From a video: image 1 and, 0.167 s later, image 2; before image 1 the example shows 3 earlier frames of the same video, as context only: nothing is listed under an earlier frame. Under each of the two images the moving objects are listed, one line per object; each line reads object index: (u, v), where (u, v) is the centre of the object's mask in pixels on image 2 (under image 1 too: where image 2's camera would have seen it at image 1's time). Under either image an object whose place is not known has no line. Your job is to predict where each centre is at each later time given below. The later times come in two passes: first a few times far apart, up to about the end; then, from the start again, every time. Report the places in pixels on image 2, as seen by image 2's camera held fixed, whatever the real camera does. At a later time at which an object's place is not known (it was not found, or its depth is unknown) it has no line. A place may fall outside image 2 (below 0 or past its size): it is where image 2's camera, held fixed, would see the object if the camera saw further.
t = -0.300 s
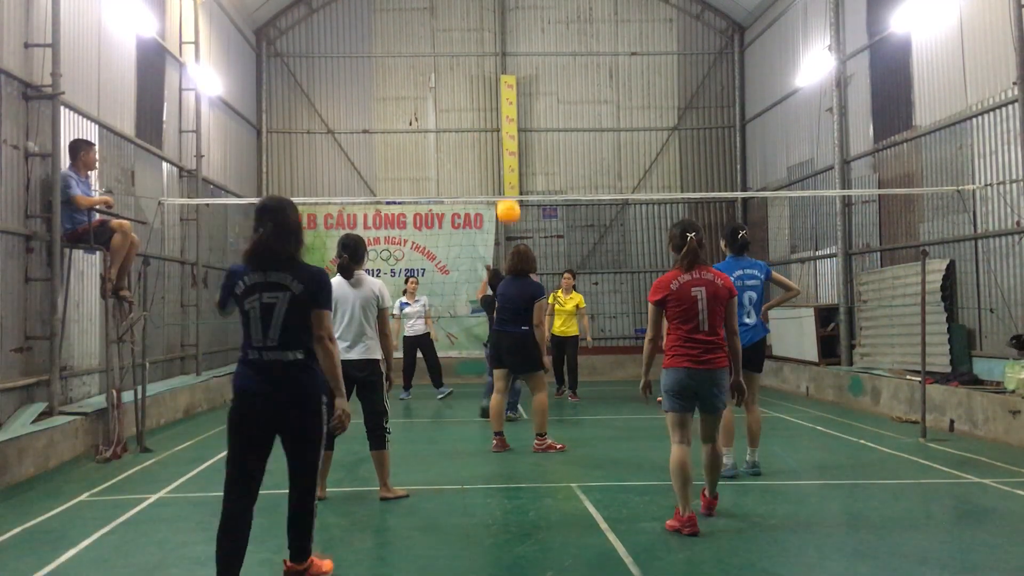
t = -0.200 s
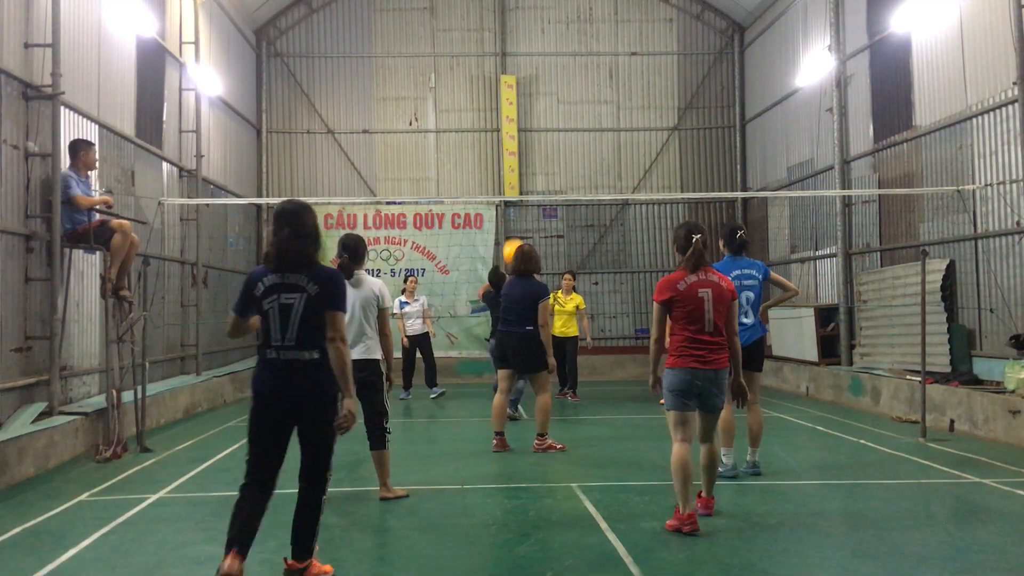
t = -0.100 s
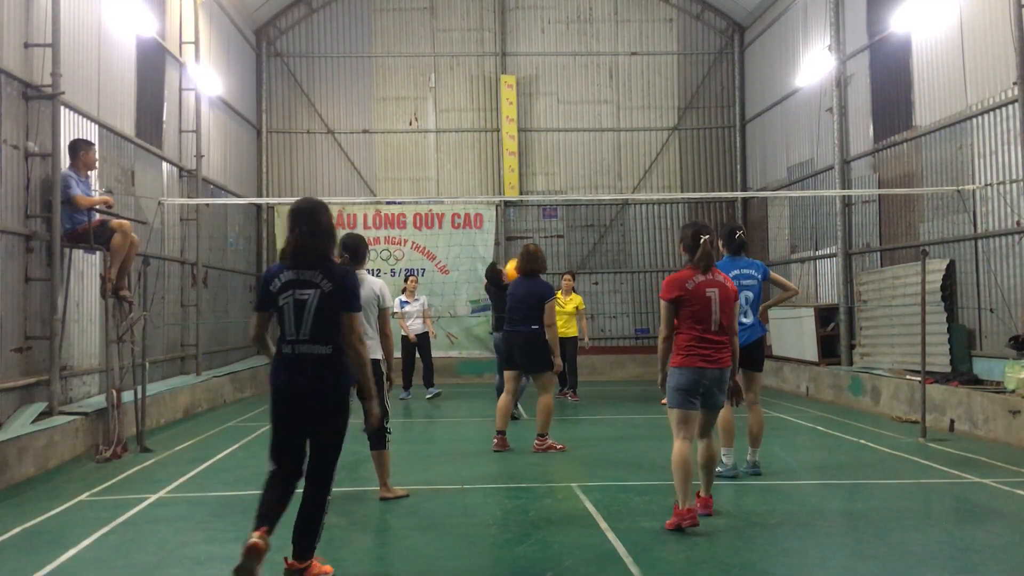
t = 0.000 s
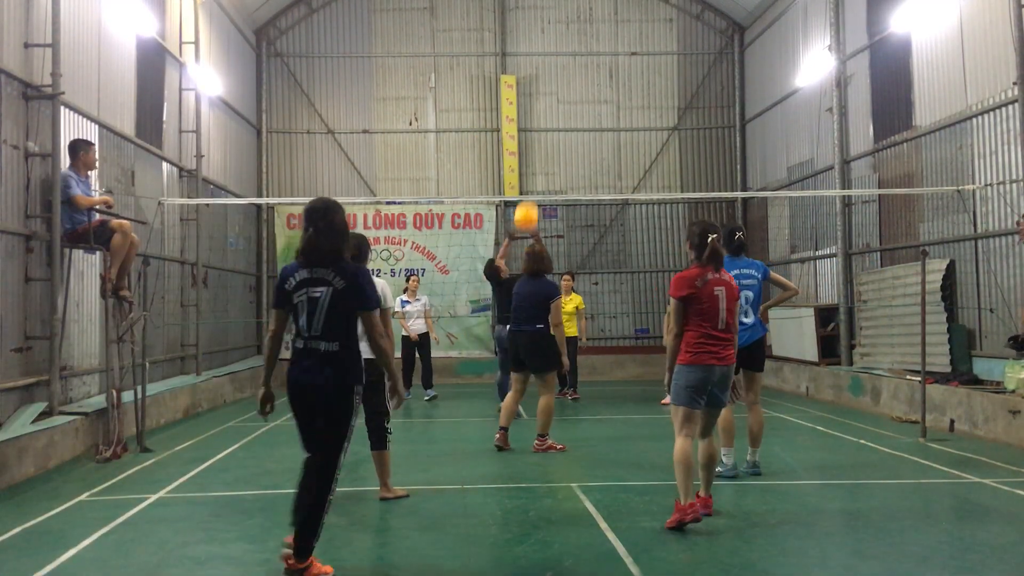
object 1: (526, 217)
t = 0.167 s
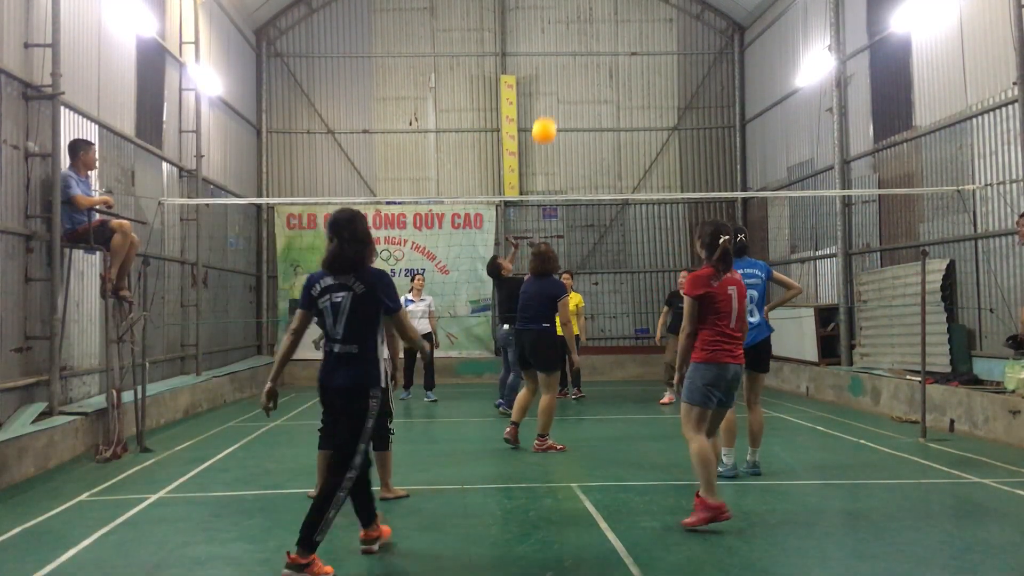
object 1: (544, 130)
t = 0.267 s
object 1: (555, 93)
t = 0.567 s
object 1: (587, 39)
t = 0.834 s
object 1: (614, 60)
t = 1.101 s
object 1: (641, 146)
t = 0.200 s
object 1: (548, 116)
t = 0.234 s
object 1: (551, 104)
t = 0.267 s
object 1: (555, 93)
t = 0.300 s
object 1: (559, 82)
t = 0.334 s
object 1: (562, 73)
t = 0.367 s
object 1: (566, 65)
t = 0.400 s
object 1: (569, 58)
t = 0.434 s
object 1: (573, 52)
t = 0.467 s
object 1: (576, 47)
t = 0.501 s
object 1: (580, 43)
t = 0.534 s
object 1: (583, 40)
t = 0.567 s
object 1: (587, 39)
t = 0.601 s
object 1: (590, 38)
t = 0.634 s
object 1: (594, 38)
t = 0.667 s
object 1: (597, 39)
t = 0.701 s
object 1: (601, 41)
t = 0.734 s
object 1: (604, 44)
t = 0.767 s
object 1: (608, 49)
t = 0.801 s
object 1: (611, 54)
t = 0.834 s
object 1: (614, 60)
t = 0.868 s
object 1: (618, 67)
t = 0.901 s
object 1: (621, 76)
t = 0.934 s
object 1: (625, 85)
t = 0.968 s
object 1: (628, 95)
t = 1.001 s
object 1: (632, 106)
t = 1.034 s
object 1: (635, 118)
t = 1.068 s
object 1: (638, 131)
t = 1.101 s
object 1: (641, 146)
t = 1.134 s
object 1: (645, 160)
